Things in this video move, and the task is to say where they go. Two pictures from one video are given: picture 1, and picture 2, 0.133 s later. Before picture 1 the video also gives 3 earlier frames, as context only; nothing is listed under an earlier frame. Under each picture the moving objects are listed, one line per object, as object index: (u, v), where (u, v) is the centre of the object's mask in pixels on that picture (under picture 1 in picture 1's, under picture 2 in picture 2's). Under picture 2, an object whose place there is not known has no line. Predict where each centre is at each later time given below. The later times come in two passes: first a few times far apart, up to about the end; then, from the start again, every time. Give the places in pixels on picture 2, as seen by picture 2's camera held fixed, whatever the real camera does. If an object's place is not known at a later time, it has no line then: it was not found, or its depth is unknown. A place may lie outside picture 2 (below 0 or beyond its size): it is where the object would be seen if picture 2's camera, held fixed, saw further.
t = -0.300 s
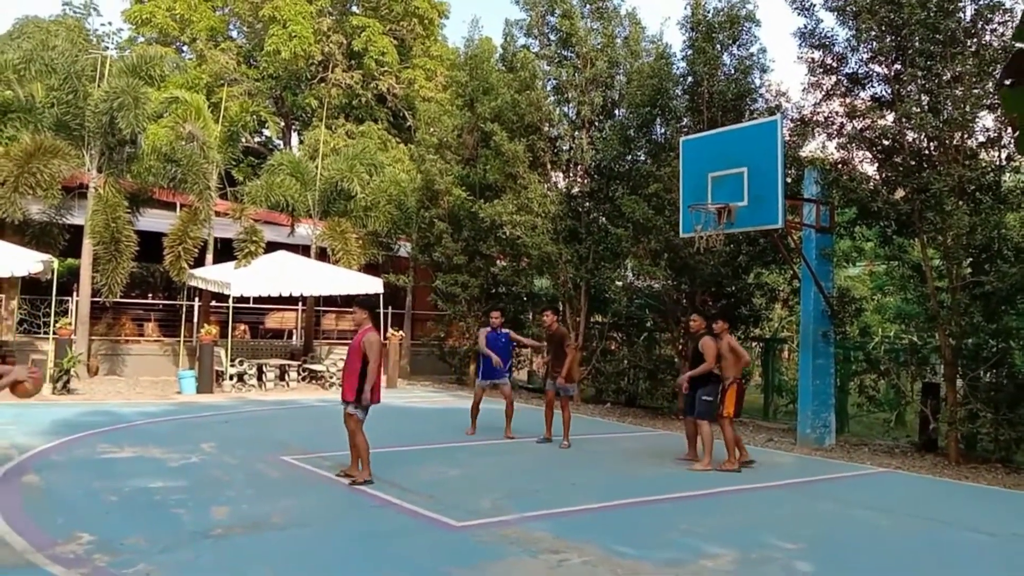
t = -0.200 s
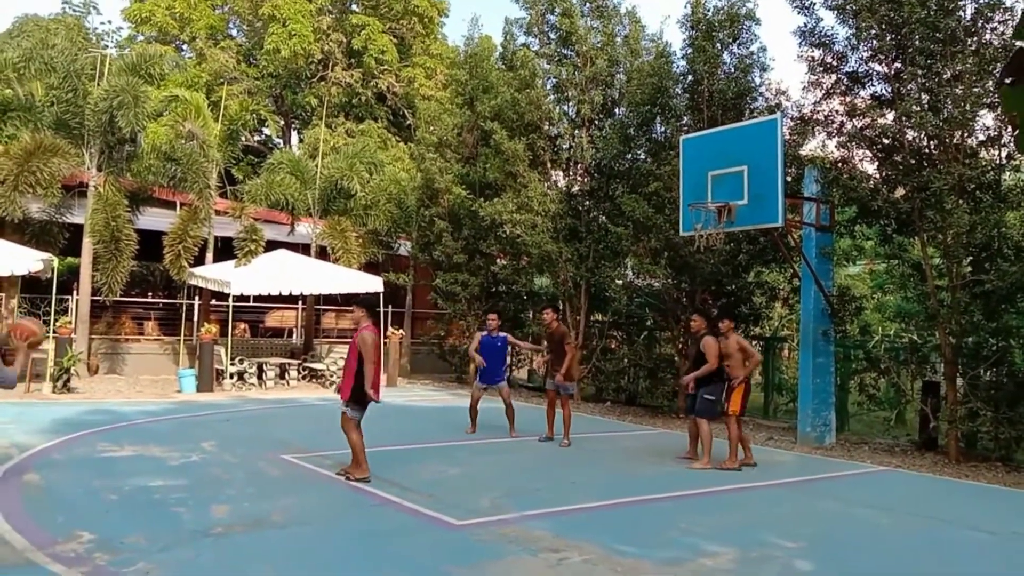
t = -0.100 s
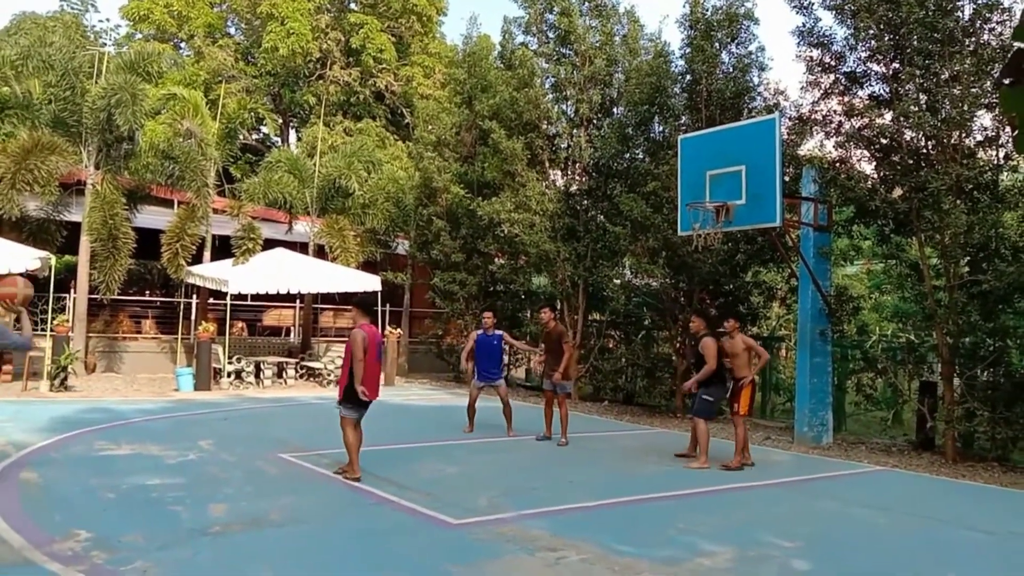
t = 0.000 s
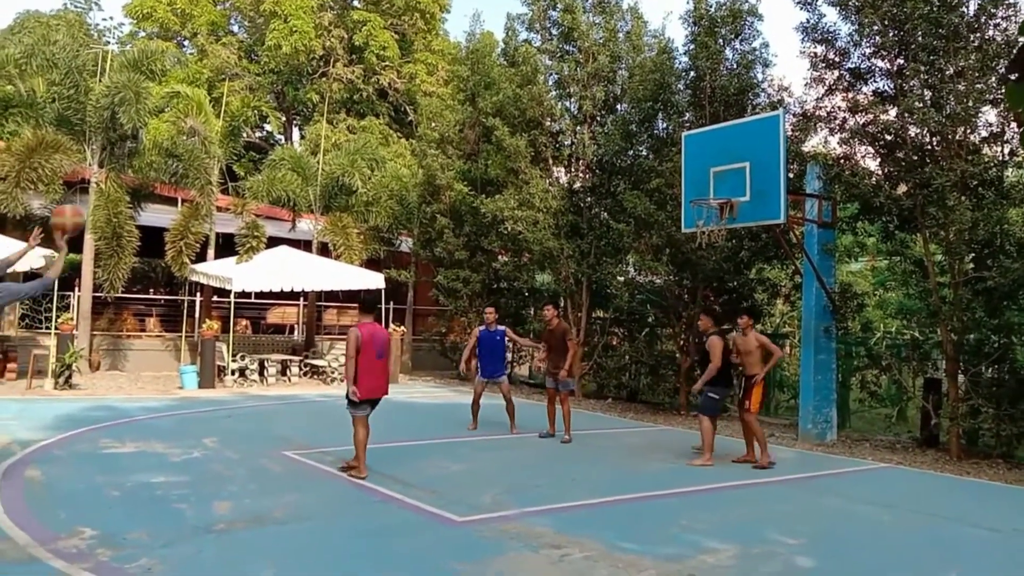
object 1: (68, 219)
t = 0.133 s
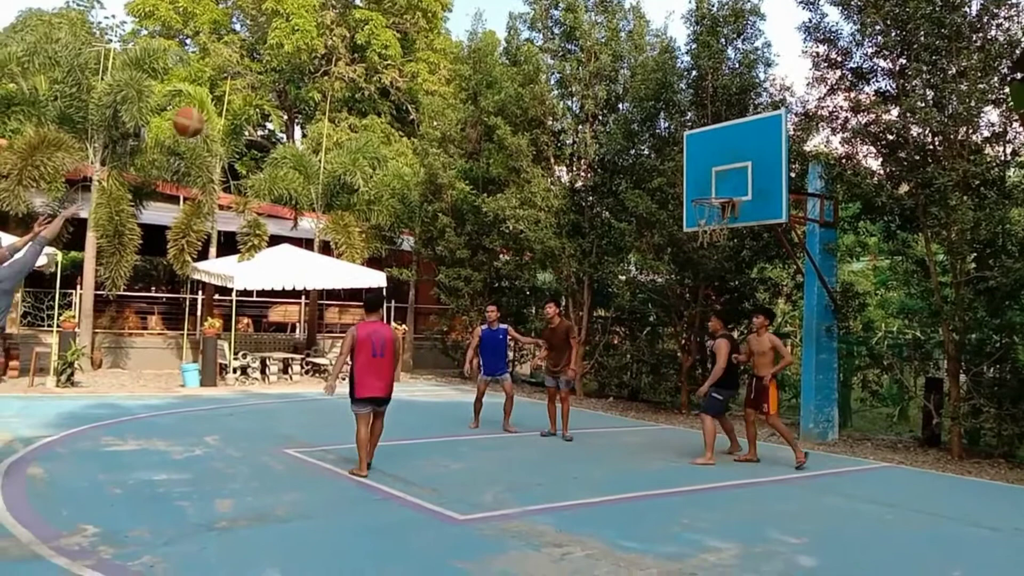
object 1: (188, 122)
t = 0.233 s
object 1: (265, 74)
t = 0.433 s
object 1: (394, 25)
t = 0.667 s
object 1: (513, 29)
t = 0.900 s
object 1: (610, 78)
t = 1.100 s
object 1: (677, 150)
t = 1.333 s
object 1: (727, 210)
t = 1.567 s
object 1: (731, 237)
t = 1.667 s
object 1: (731, 264)
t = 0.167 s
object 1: (215, 104)
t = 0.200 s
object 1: (240, 87)
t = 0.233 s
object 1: (265, 74)
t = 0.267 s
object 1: (290, 63)
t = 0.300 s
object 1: (312, 51)
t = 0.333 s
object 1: (334, 43)
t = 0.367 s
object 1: (354, 37)
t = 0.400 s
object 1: (374, 31)
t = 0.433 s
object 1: (394, 25)
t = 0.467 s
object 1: (413, 22)
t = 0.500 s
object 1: (430, 21)
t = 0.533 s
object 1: (448, 20)
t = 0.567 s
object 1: (465, 20)
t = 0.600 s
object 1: (482, 22)
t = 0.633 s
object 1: (497, 25)
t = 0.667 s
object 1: (513, 29)
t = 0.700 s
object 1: (528, 33)
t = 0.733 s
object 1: (542, 39)
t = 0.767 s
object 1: (556, 44)
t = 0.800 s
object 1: (571, 53)
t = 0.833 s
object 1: (584, 61)
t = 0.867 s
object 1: (597, 68)
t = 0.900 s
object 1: (610, 78)
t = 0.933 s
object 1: (622, 90)
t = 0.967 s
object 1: (633, 101)
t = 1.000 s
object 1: (645, 112)
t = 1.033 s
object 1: (656, 124)
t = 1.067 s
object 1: (667, 138)
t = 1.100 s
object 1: (677, 150)
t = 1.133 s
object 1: (687, 165)
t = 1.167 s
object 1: (697, 180)
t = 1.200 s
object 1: (707, 195)
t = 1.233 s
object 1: (715, 204)
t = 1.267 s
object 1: (723, 210)
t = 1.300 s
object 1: (726, 210)
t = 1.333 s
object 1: (727, 210)
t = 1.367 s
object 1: (728, 211)
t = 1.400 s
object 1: (729, 212)
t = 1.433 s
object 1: (730, 215)
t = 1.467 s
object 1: (730, 219)
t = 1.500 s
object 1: (730, 224)
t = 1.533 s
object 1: (730, 230)
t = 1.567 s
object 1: (731, 237)
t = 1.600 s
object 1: (730, 245)
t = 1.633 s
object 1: (731, 254)
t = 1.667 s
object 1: (731, 264)
